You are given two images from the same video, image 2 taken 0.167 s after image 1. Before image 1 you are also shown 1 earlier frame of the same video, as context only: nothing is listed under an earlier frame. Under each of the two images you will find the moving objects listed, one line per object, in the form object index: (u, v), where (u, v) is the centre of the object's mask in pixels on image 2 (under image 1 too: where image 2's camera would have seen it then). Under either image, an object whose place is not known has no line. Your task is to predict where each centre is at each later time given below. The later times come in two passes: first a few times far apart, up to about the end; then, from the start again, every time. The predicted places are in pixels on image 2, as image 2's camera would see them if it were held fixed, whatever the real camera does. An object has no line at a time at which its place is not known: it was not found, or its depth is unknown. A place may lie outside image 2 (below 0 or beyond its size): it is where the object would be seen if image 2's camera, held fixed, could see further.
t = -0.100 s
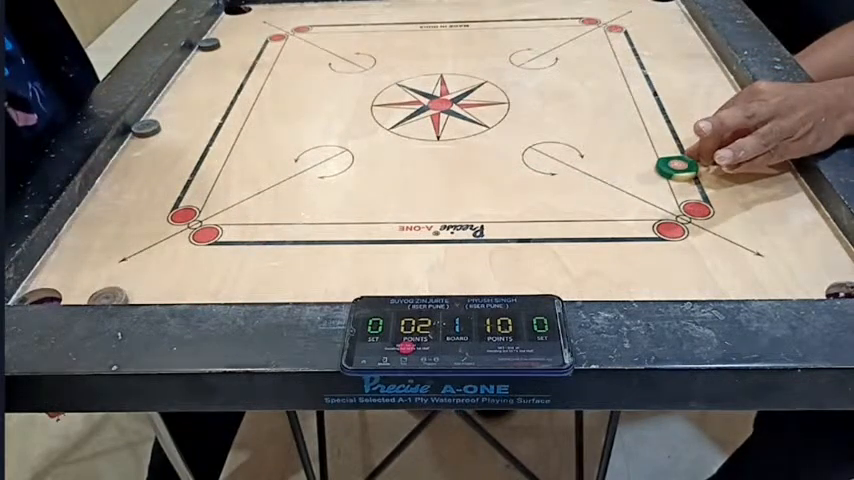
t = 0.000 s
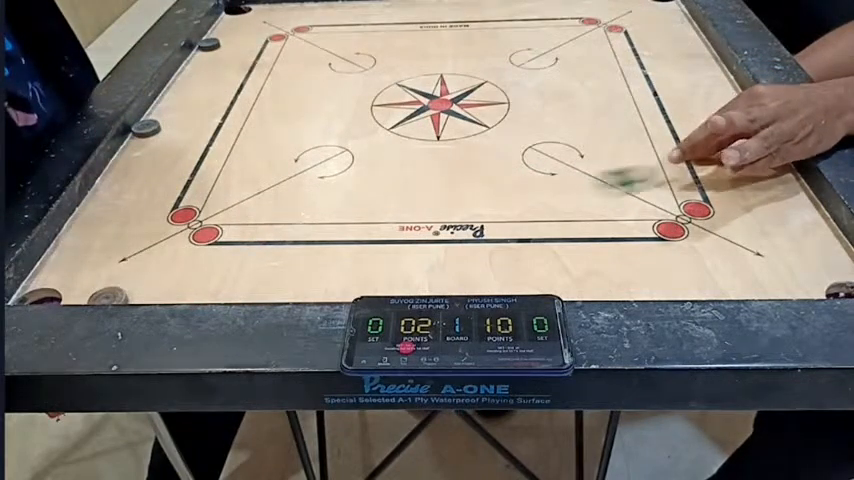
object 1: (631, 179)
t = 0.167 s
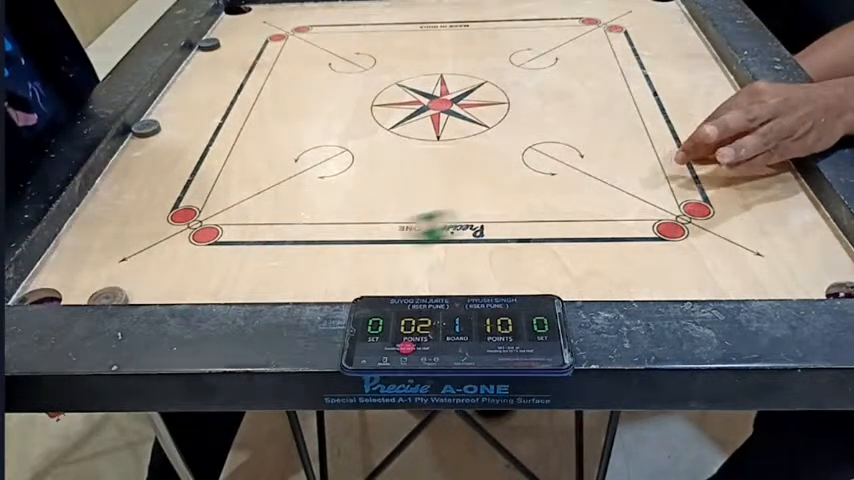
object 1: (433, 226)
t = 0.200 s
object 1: (394, 237)
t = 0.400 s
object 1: (175, 287)
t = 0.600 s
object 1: (104, 295)
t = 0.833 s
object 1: (94, 294)
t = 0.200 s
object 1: (394, 237)
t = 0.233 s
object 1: (356, 246)
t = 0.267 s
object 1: (318, 255)
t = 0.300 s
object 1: (280, 263)
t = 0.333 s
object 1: (248, 272)
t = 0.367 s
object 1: (209, 280)
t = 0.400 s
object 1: (175, 287)
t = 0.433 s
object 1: (148, 292)
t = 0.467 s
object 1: (134, 294)
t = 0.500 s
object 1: (123, 296)
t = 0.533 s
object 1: (114, 296)
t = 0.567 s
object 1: (108, 295)
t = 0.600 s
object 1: (104, 295)
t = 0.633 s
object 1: (100, 294)
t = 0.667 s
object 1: (97, 294)
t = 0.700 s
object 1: (95, 294)
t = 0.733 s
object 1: (94, 294)
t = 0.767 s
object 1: (94, 294)
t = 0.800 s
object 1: (94, 294)
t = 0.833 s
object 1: (94, 294)
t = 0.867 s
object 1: (94, 294)
